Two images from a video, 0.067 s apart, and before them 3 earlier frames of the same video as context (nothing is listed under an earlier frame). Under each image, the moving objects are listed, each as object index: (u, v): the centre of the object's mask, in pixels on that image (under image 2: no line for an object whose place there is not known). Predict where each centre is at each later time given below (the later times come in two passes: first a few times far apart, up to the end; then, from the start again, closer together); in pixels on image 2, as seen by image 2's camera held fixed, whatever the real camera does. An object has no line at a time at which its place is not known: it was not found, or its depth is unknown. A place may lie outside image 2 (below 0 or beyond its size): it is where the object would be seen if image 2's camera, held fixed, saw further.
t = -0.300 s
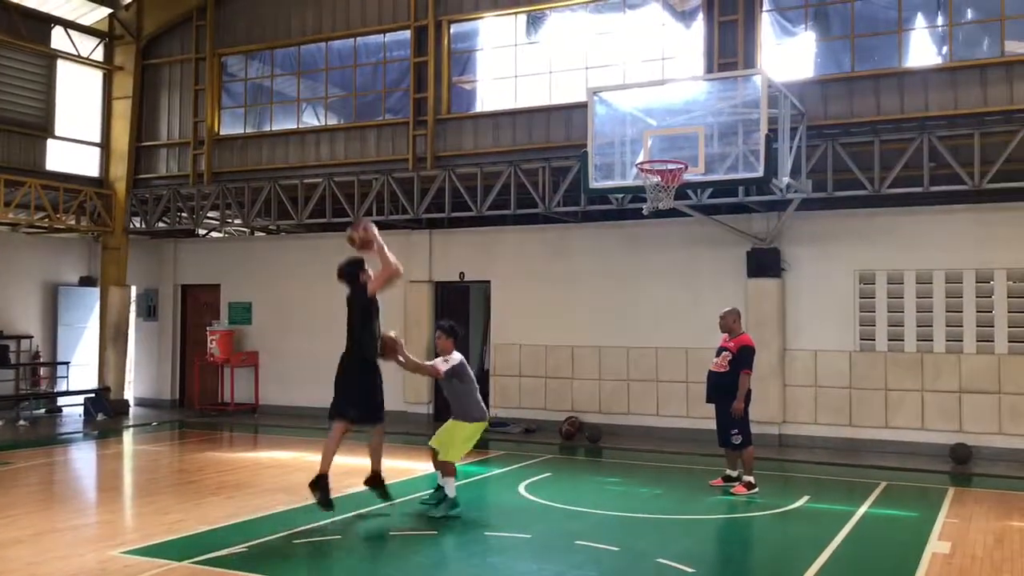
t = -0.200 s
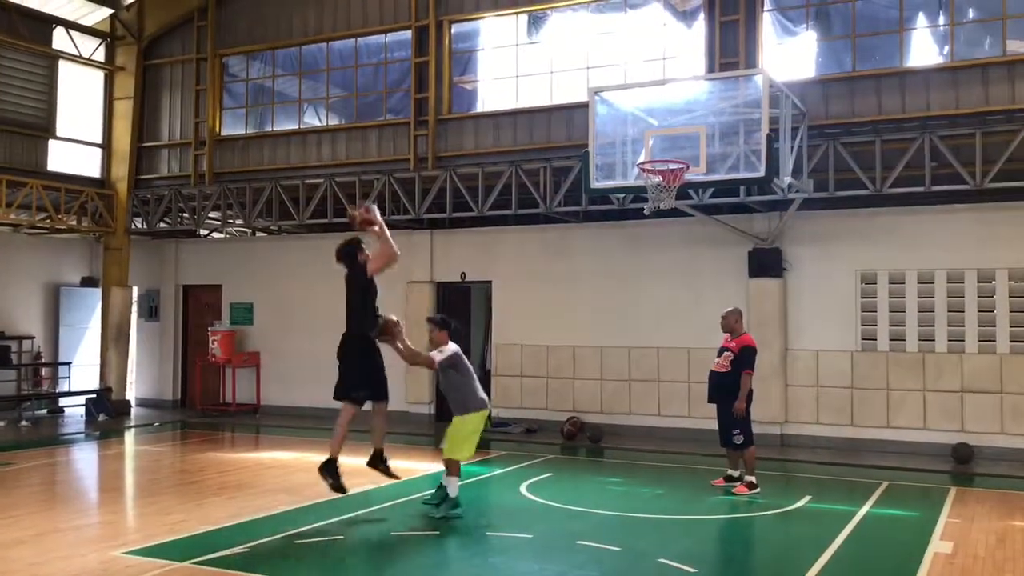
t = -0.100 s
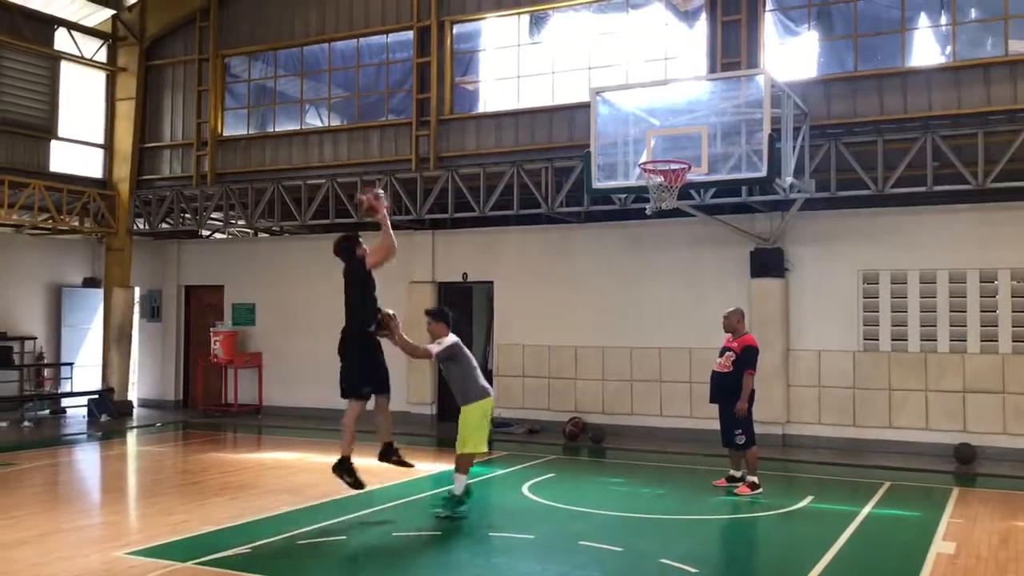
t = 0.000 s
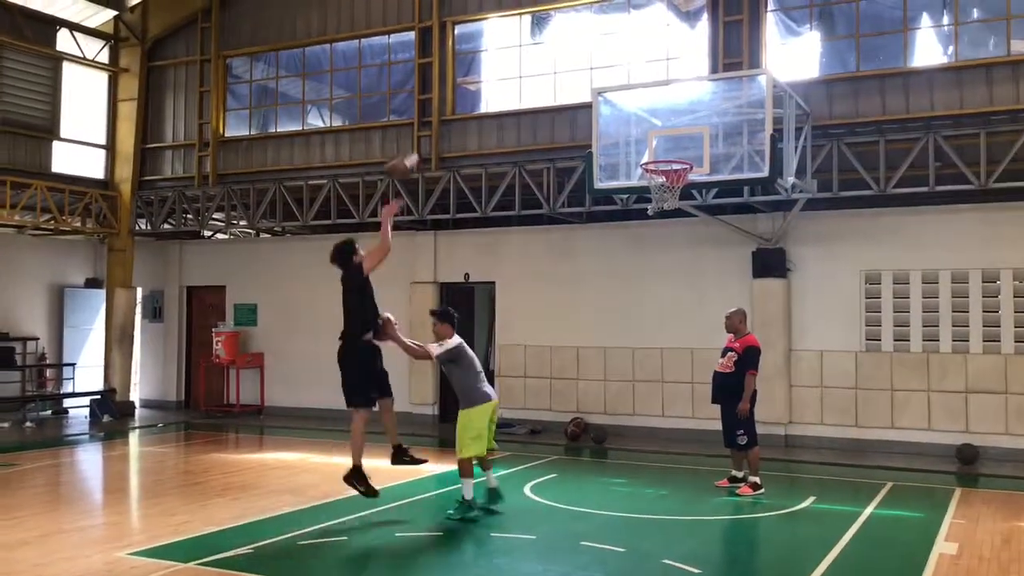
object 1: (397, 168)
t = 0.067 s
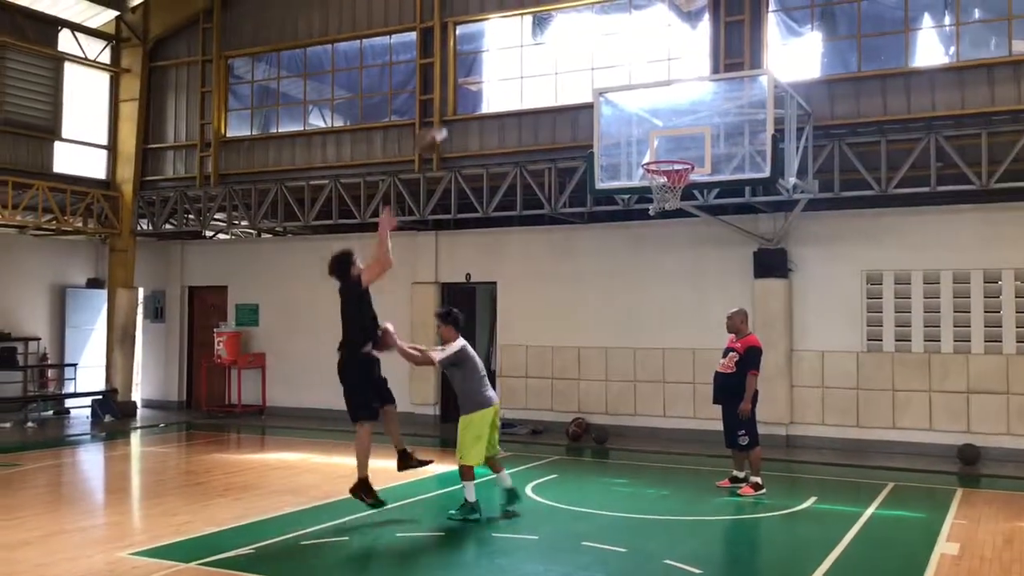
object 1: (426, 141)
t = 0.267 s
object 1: (507, 95)
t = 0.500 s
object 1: (590, 100)
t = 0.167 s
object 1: (467, 111)
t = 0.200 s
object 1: (481, 105)
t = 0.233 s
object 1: (494, 100)
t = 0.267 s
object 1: (507, 95)
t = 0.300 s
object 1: (519, 92)
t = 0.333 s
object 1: (531, 90)
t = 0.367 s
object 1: (543, 90)
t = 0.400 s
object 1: (555, 91)
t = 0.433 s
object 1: (566, 93)
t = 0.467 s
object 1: (578, 95)
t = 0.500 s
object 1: (590, 100)
